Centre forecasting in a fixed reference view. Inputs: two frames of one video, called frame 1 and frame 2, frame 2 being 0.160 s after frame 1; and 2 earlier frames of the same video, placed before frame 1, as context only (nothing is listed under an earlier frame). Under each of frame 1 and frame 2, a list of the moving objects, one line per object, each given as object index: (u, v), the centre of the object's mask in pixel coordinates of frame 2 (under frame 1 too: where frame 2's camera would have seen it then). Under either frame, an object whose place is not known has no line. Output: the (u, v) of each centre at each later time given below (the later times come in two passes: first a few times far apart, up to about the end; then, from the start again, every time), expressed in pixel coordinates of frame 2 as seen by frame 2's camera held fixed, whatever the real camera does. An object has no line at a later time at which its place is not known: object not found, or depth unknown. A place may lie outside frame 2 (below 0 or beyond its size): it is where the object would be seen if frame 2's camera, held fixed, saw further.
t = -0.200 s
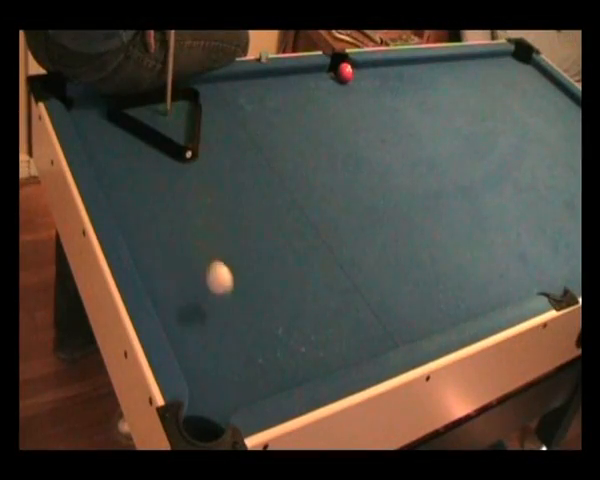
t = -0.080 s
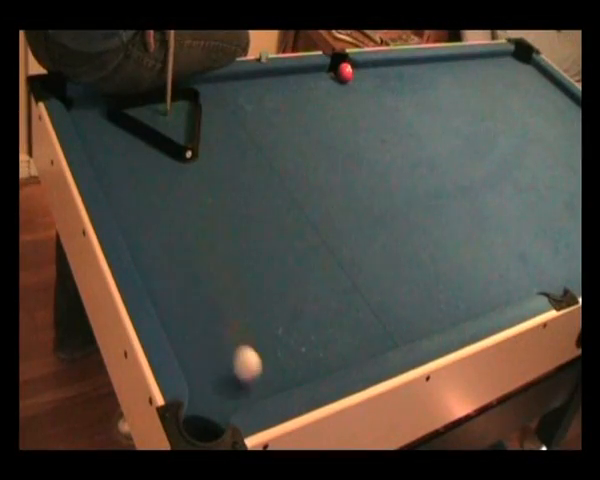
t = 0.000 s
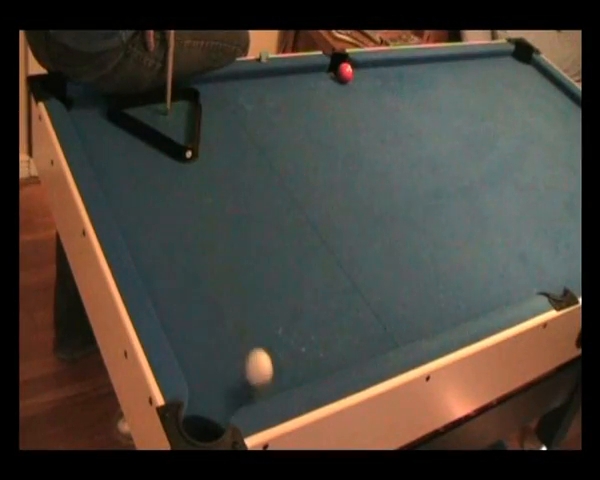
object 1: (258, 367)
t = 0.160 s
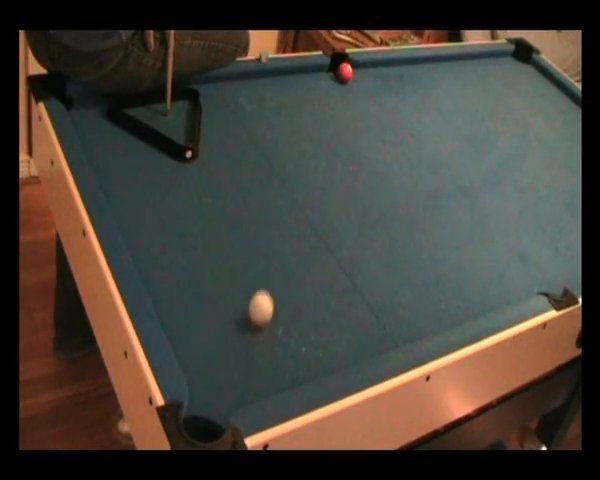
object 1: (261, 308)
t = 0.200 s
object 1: (266, 293)
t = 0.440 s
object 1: (296, 217)
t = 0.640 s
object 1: (315, 169)
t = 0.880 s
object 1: (331, 123)
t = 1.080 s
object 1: (341, 93)
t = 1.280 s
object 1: (348, 79)
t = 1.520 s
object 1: (353, 73)
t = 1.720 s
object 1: (355, 70)
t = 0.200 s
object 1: (266, 293)
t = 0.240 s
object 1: (272, 279)
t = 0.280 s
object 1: (277, 265)
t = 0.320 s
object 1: (282, 252)
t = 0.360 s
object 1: (287, 240)
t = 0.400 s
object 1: (292, 228)
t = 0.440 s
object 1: (296, 217)
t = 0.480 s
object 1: (300, 206)
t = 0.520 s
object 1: (304, 196)
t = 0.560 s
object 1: (308, 186)
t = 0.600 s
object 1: (312, 177)
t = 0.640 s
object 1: (315, 169)
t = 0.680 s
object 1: (318, 160)
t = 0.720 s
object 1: (321, 152)
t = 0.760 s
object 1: (323, 145)
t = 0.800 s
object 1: (326, 137)
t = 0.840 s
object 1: (329, 130)
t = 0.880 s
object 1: (331, 123)
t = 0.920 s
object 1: (333, 116)
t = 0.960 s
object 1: (335, 110)
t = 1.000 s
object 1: (338, 104)
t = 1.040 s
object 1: (339, 98)
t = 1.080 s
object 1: (341, 93)
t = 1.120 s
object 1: (343, 88)
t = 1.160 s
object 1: (344, 82)
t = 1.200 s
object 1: (346, 81)
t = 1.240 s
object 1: (347, 80)
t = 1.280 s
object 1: (348, 79)
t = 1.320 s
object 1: (350, 78)
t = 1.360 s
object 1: (350, 77)
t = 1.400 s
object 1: (351, 76)
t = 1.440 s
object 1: (352, 75)
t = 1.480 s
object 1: (352, 74)
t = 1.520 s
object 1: (353, 73)
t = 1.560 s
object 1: (353, 72)
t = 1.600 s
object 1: (354, 72)
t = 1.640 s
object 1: (354, 71)
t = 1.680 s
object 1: (354, 71)
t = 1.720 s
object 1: (355, 70)
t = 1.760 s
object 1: (355, 69)
